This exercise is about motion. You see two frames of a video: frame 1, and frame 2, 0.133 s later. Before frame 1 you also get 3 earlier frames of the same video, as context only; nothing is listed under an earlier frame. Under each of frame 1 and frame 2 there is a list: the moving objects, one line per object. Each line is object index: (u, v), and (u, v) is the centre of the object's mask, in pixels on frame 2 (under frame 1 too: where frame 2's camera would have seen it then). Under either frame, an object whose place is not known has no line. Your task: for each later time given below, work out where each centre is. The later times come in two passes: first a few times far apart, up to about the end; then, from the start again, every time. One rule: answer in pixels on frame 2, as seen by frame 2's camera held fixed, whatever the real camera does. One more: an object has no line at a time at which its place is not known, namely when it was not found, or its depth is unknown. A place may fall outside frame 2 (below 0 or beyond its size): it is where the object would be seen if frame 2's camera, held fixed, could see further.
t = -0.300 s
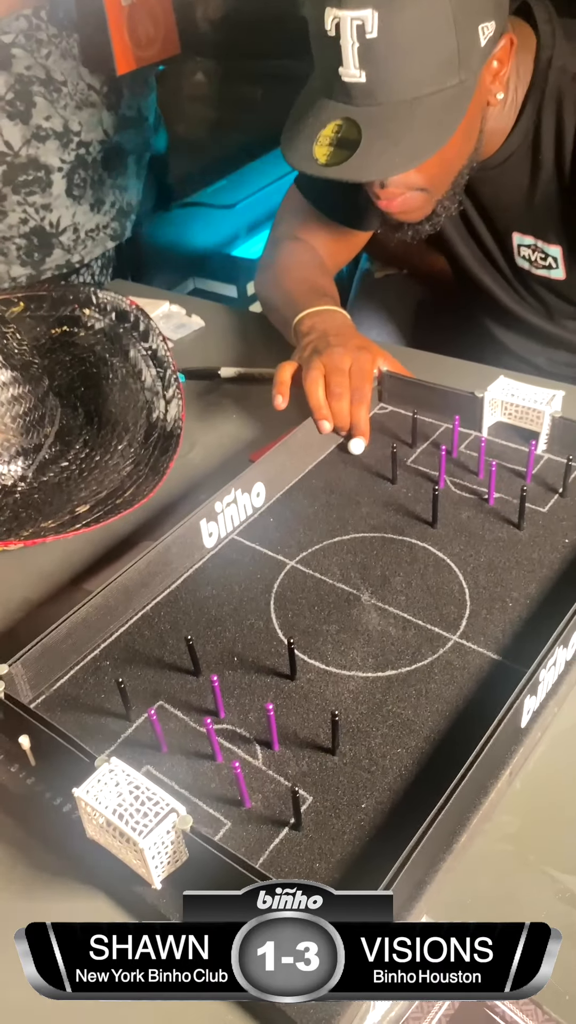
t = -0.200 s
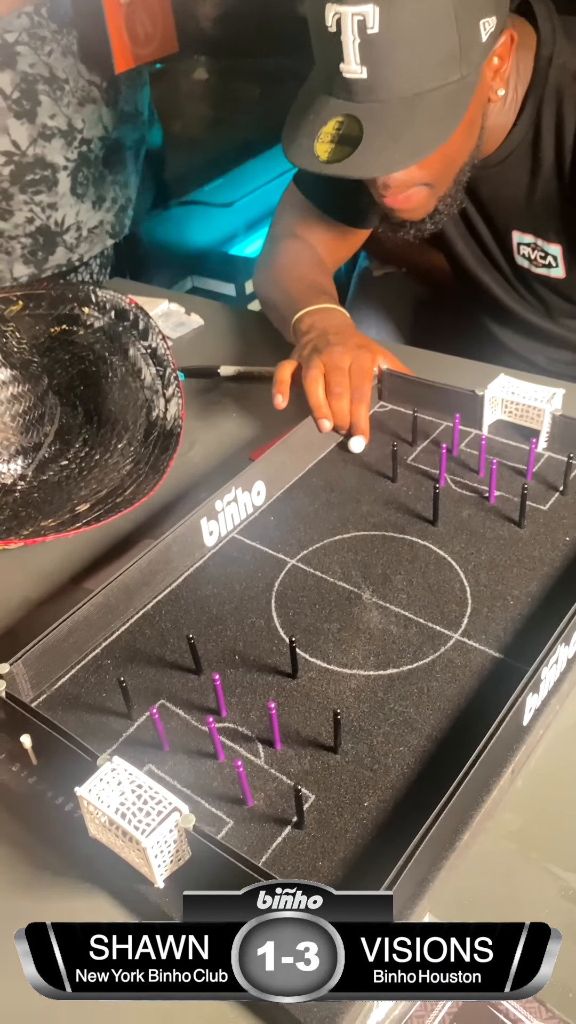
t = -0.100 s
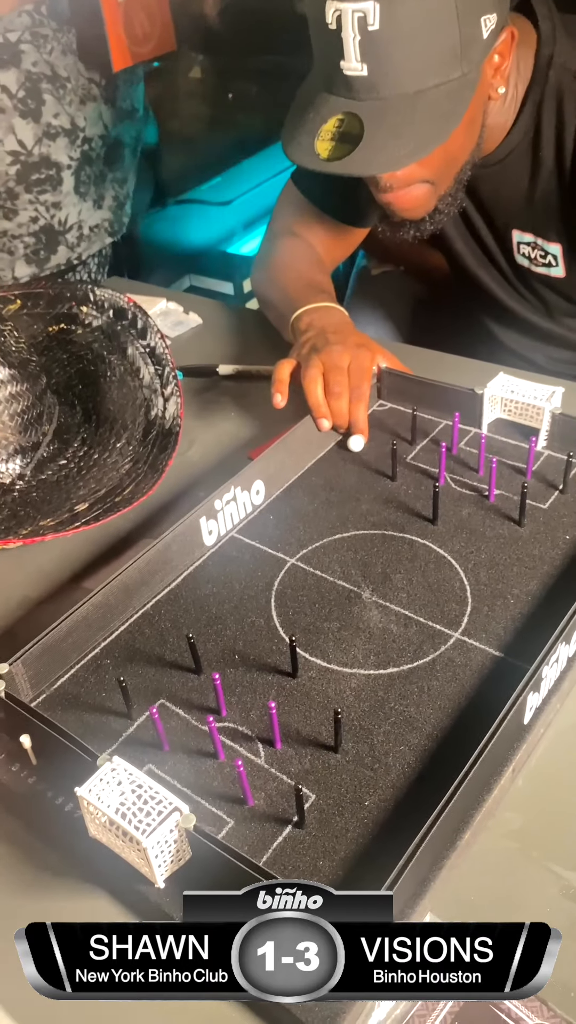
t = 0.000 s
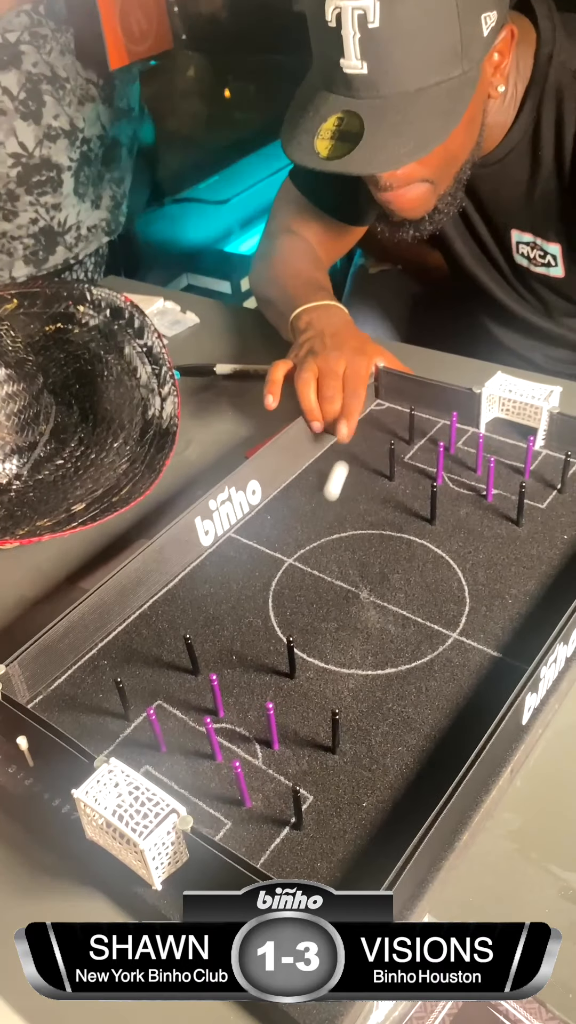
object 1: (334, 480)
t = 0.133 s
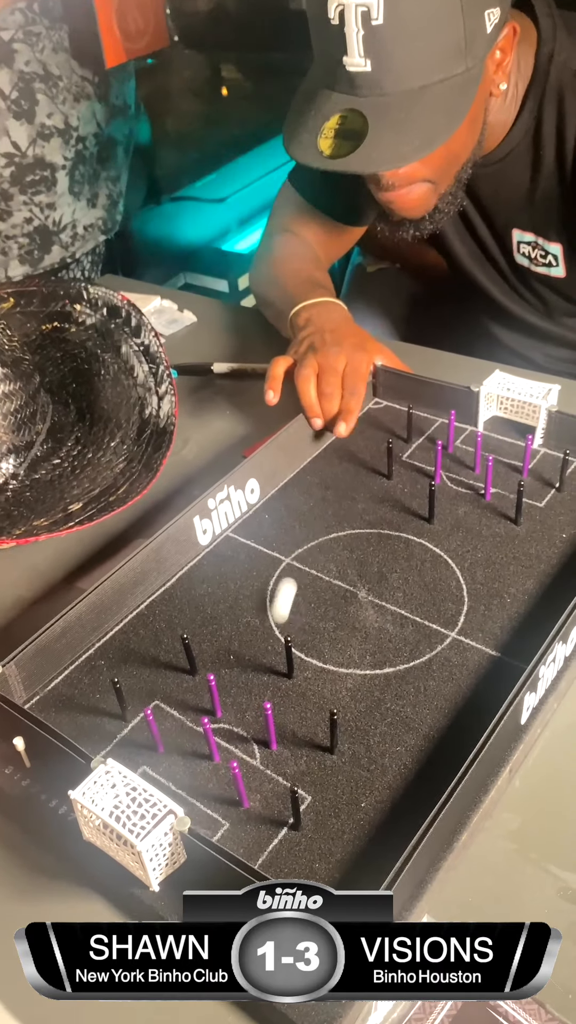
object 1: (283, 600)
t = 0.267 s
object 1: (231, 729)
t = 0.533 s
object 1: (349, 810)
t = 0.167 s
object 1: (270, 630)
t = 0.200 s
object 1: (257, 661)
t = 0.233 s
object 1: (244, 695)
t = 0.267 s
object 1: (231, 729)
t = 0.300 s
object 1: (241, 746)
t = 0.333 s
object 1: (260, 752)
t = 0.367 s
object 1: (277, 760)
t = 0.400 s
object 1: (292, 770)
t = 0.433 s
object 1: (307, 780)
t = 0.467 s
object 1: (321, 791)
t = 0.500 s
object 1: (335, 801)
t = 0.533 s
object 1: (349, 810)
